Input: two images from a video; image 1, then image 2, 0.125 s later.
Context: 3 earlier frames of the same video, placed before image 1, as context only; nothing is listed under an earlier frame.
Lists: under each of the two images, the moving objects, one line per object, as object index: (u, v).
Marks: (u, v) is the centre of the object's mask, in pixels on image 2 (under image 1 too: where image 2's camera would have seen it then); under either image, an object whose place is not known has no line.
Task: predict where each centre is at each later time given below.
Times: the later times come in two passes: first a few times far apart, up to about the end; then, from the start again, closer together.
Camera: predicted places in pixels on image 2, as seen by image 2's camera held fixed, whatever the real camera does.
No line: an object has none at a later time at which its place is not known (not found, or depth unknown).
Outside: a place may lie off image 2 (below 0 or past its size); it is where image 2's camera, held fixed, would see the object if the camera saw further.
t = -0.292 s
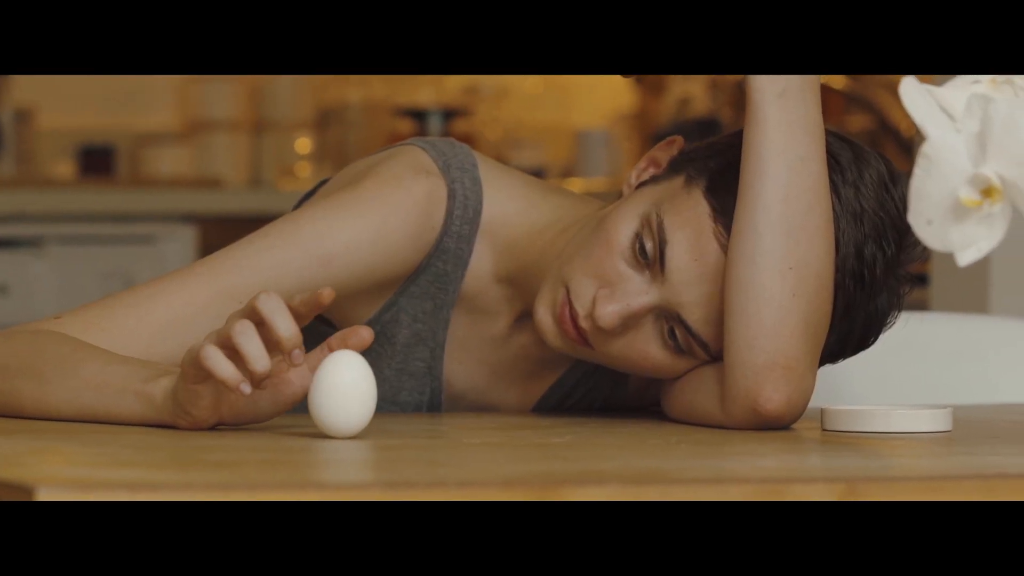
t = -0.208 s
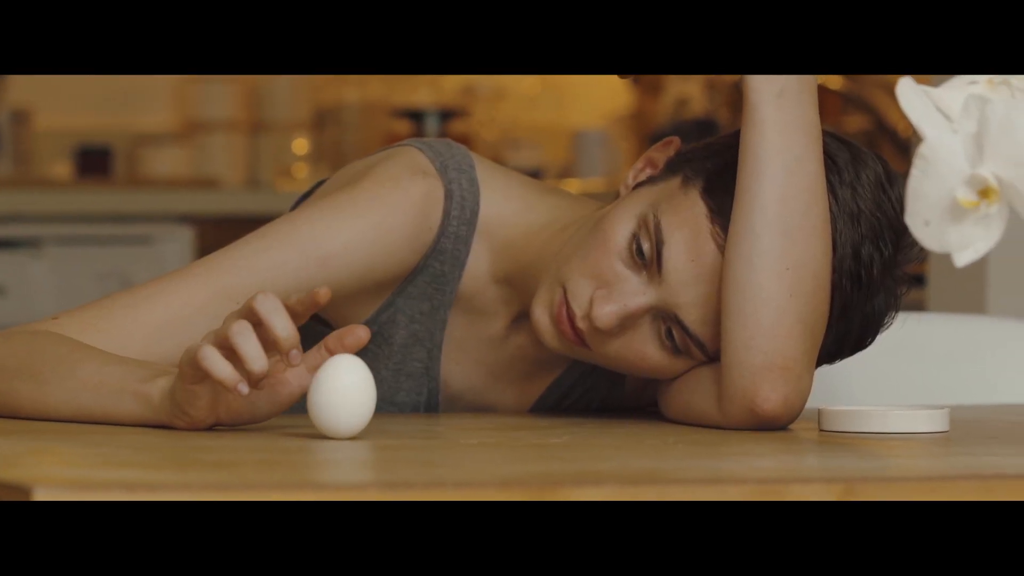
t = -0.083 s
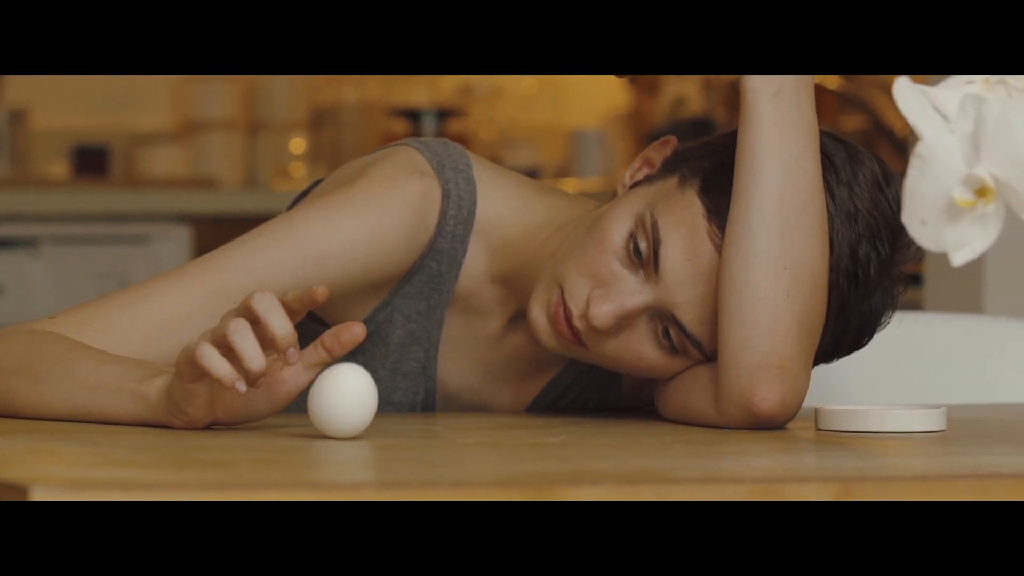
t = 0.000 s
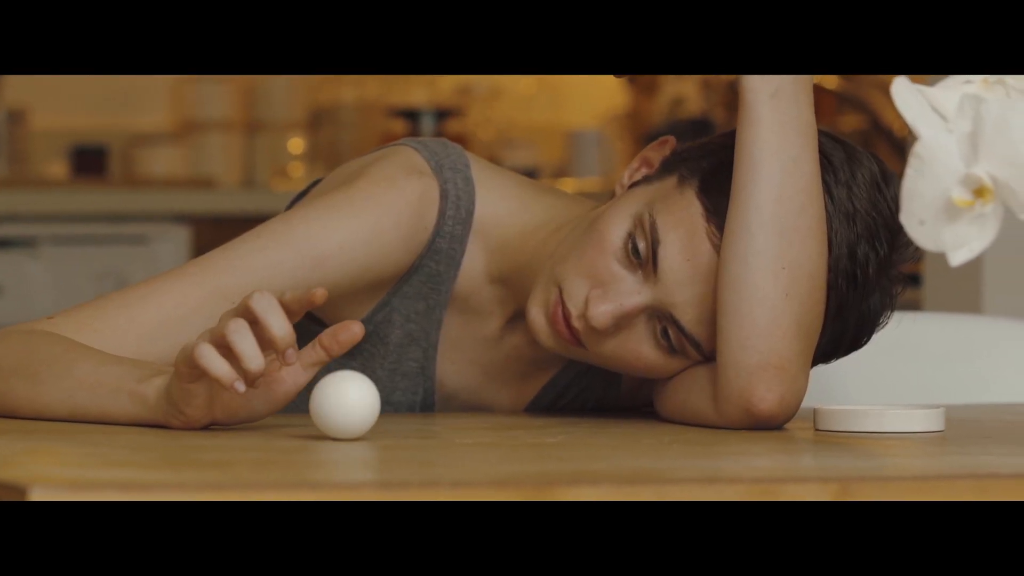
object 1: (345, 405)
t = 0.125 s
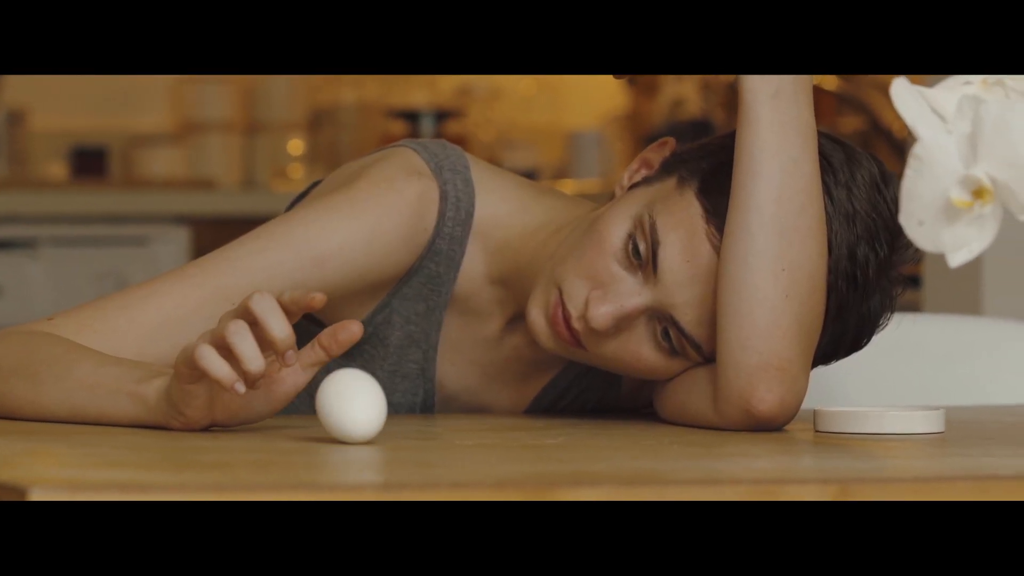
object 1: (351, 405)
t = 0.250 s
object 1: (358, 400)
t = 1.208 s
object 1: (391, 398)
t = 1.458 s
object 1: (397, 395)
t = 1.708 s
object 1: (407, 395)
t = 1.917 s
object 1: (421, 399)
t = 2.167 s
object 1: (453, 406)
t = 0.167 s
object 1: (353, 403)
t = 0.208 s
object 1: (356, 402)
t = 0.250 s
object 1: (358, 400)
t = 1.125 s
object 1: (388, 400)
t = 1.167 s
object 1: (390, 399)
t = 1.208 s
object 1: (391, 398)
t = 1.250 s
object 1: (392, 397)
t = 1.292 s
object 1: (393, 396)
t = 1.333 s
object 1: (394, 396)
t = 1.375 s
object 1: (395, 395)
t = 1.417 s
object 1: (396, 395)
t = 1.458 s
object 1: (397, 395)
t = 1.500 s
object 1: (398, 395)
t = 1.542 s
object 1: (399, 395)
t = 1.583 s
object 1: (401, 395)
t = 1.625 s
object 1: (402, 395)
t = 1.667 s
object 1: (405, 395)
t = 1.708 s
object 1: (407, 395)
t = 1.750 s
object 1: (409, 395)
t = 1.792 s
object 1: (411, 396)
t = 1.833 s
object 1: (414, 396)
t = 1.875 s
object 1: (417, 397)
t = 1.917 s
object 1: (421, 399)
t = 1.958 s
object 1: (425, 400)
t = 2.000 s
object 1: (429, 402)
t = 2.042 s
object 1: (434, 404)
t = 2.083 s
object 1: (440, 406)
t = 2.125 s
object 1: (446, 407)
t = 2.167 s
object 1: (453, 406)
